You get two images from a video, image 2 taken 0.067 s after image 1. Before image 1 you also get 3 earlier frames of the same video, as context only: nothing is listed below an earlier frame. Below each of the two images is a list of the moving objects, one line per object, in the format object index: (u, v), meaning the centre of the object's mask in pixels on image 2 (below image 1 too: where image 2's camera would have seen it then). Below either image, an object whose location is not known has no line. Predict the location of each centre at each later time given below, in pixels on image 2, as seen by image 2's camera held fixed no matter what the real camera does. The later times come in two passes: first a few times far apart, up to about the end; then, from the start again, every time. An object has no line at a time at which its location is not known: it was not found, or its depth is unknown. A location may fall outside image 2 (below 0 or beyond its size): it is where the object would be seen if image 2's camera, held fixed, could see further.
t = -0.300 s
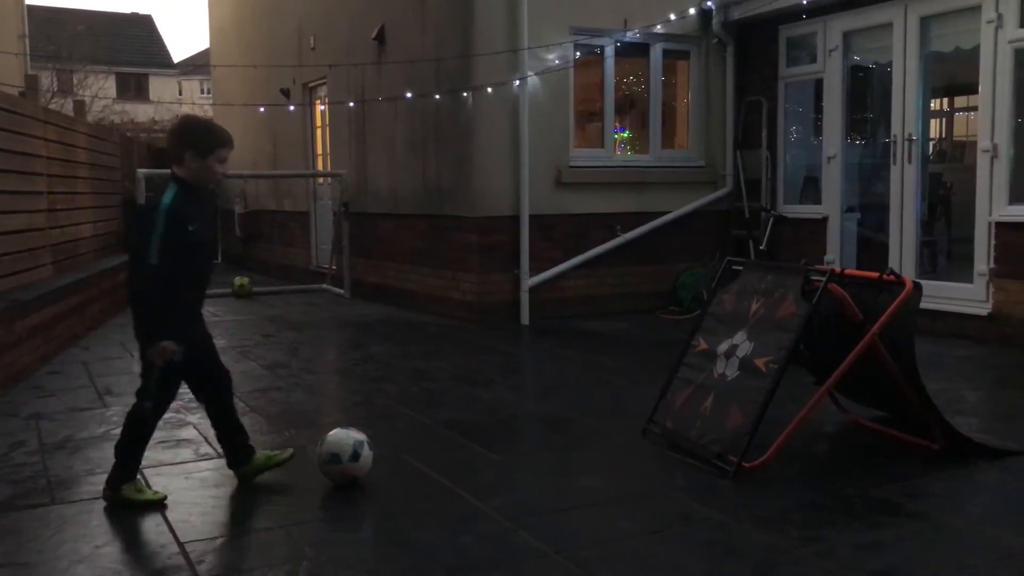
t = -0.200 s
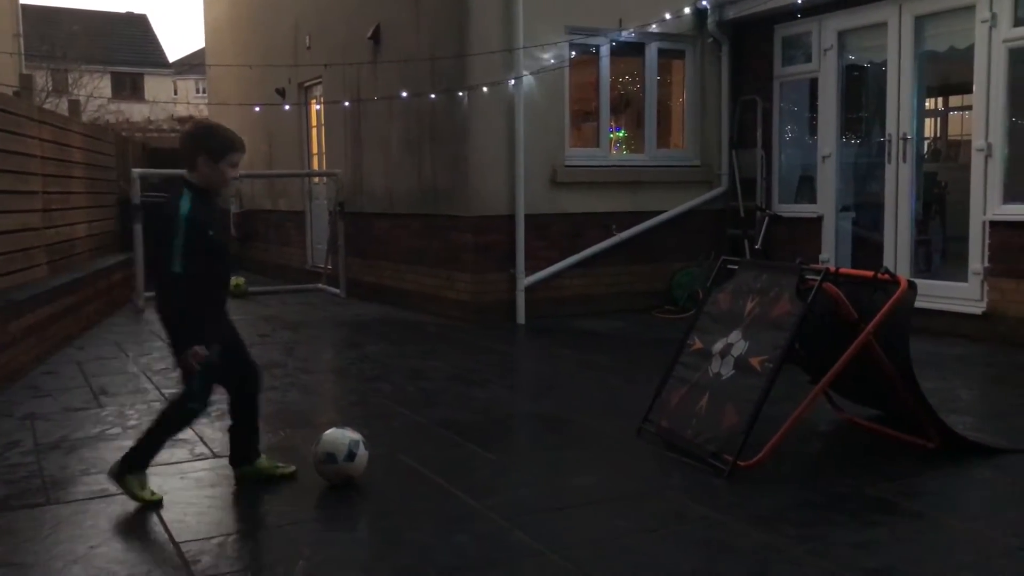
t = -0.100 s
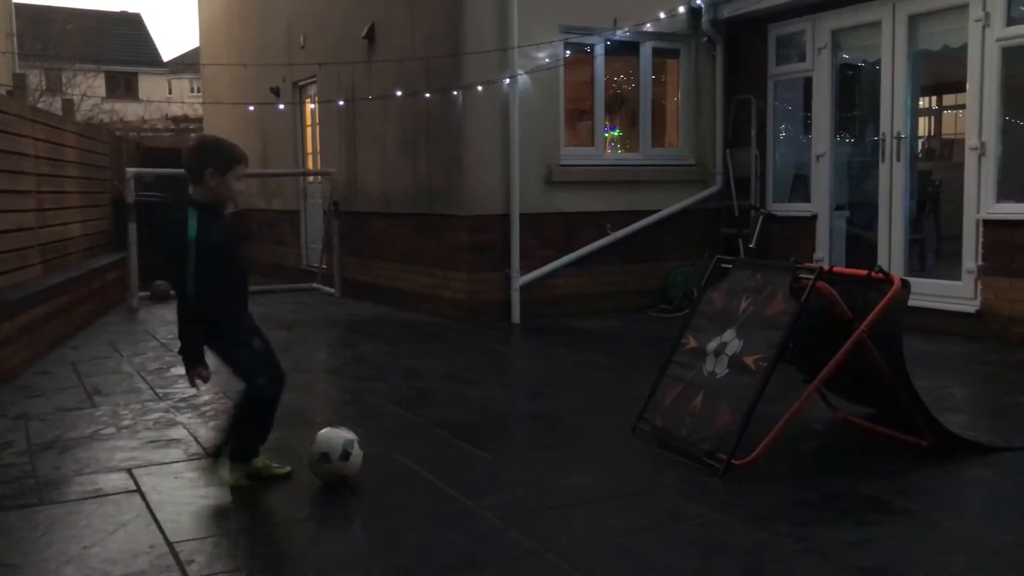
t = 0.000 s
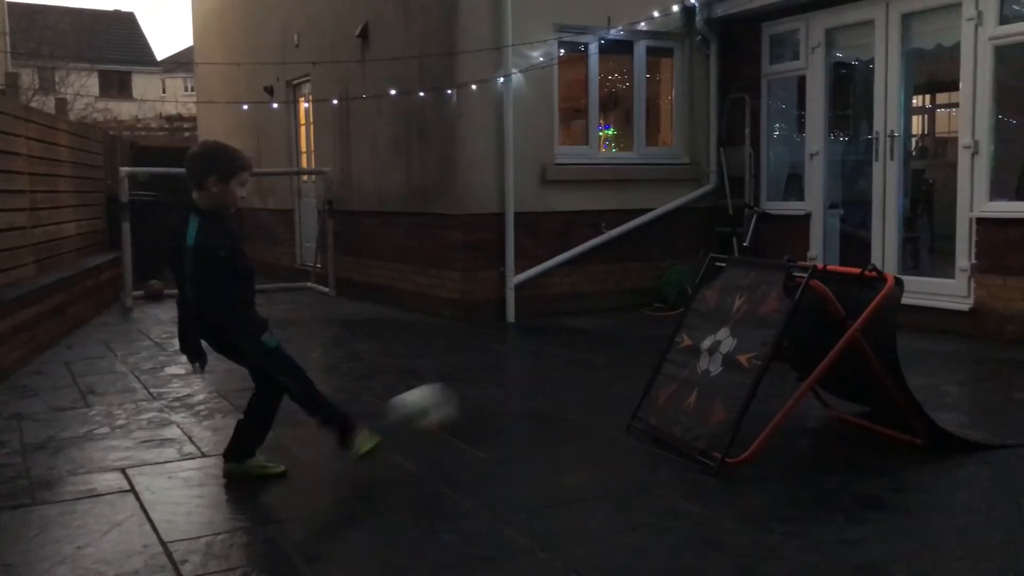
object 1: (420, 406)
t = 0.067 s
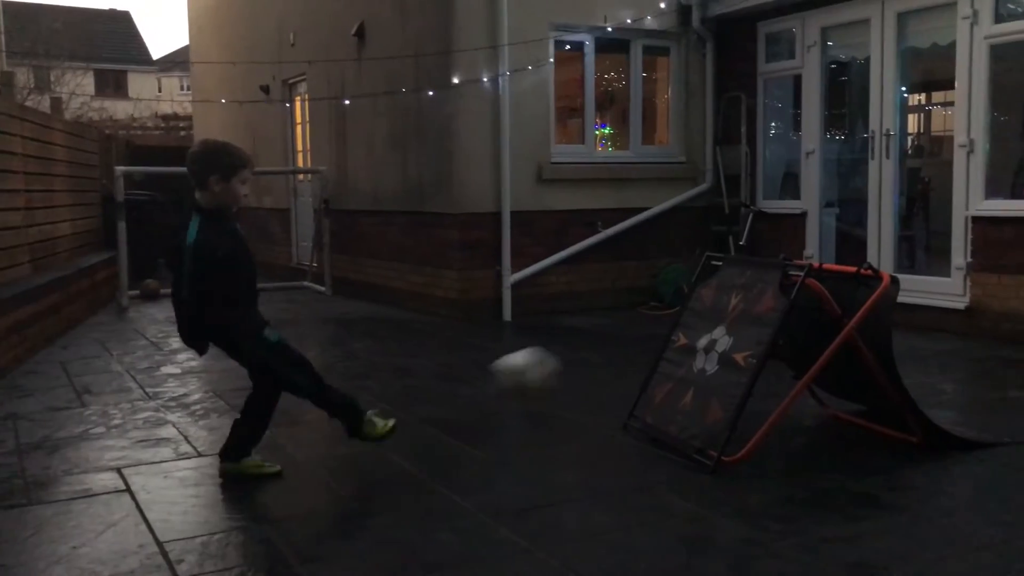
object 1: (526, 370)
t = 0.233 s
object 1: (690, 313)
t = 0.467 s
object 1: (571, 240)
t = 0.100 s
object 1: (577, 356)
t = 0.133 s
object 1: (625, 346)
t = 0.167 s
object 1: (672, 342)
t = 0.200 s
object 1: (703, 333)
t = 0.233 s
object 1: (690, 313)
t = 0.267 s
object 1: (673, 293)
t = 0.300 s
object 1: (659, 283)
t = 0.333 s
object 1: (643, 270)
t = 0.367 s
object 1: (626, 255)
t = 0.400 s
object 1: (605, 247)
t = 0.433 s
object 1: (588, 241)
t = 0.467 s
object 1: (571, 240)
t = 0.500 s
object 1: (553, 240)
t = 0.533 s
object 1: (535, 244)
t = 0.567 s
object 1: (515, 250)
